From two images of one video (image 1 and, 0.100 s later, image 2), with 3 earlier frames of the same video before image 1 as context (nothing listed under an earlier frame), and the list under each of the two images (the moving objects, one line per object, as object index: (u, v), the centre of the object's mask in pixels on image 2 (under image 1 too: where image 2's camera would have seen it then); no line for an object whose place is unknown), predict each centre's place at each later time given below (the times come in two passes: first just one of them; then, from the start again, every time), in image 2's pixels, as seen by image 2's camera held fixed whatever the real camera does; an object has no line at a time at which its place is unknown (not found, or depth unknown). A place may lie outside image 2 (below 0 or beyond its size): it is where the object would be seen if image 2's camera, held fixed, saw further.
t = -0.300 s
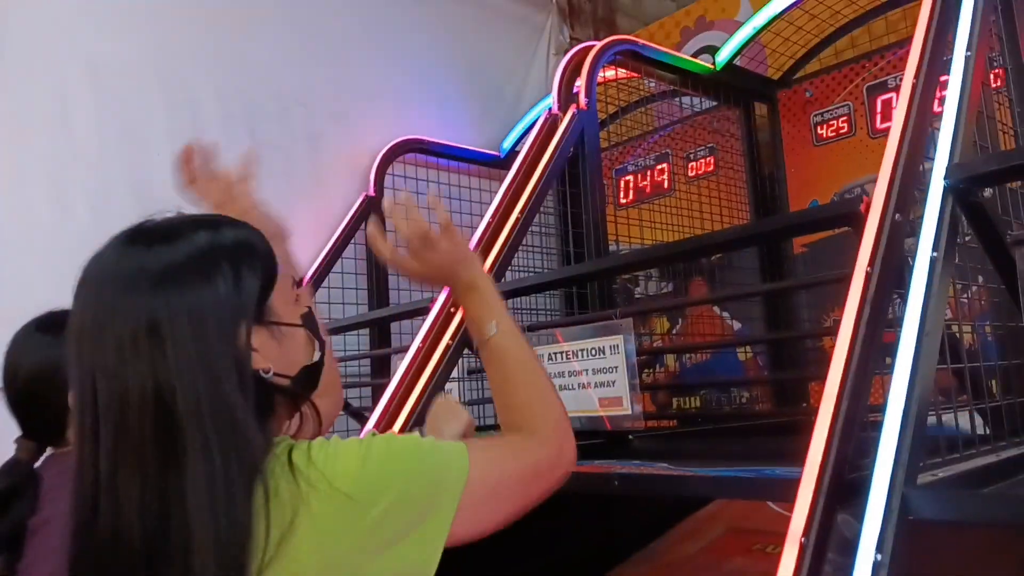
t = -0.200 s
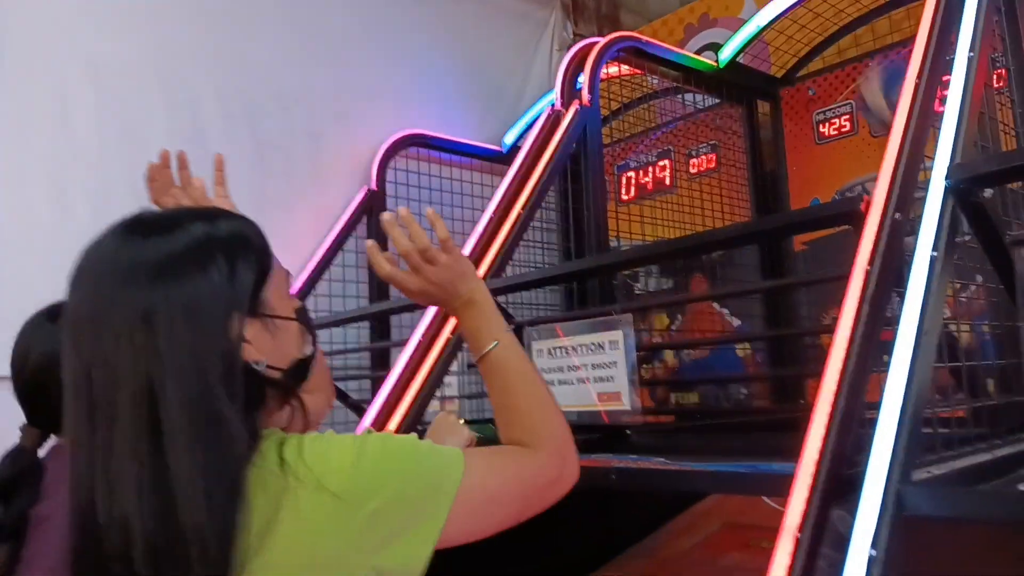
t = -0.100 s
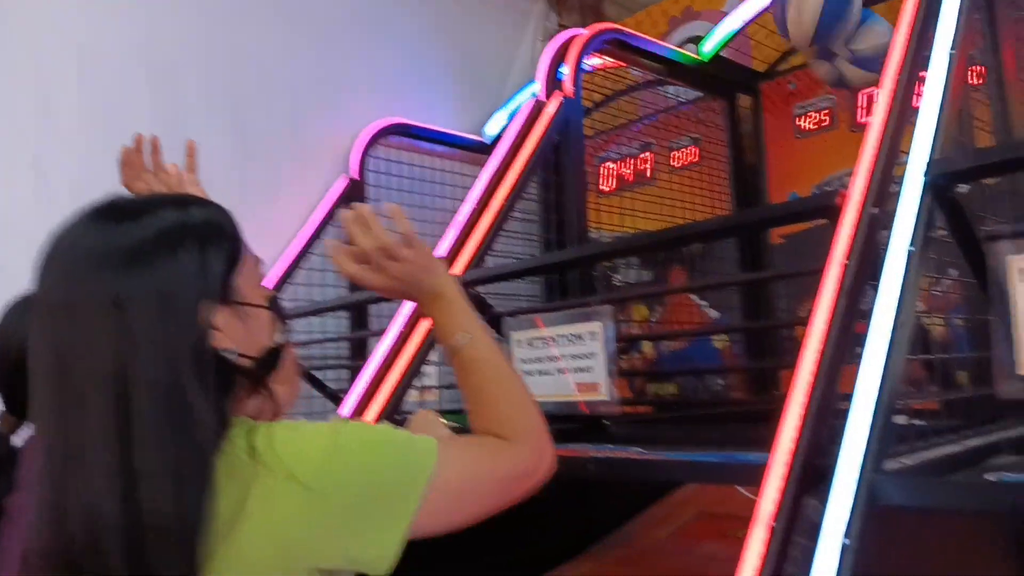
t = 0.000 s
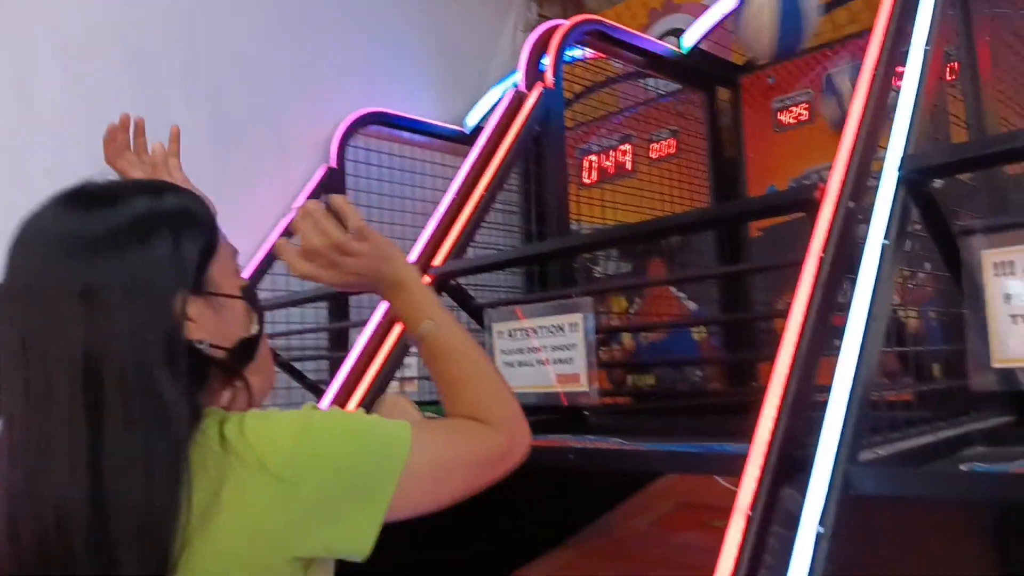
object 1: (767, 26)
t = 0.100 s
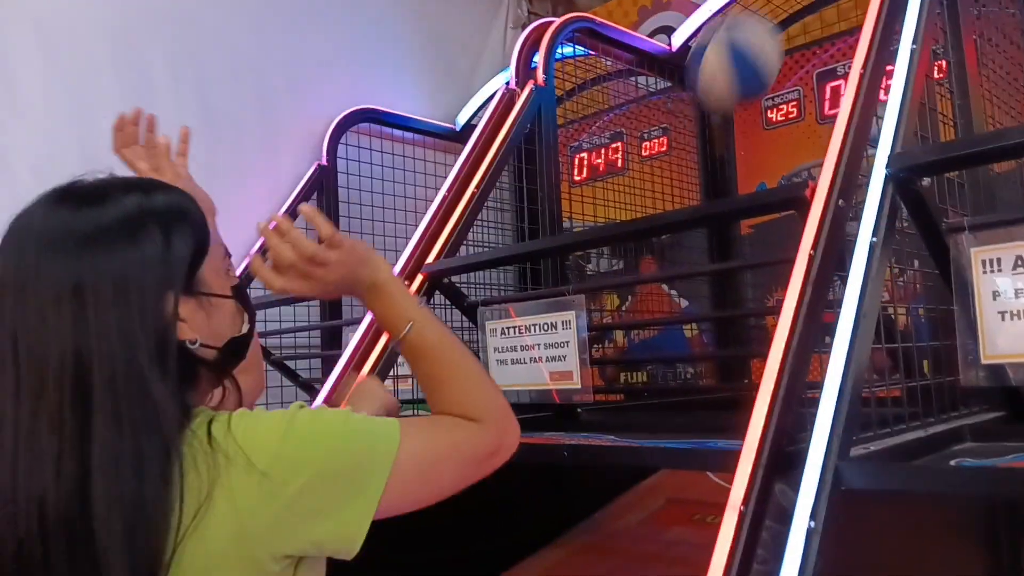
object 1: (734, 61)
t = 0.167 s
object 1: (715, 115)
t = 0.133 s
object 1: (725, 86)
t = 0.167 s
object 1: (715, 115)
